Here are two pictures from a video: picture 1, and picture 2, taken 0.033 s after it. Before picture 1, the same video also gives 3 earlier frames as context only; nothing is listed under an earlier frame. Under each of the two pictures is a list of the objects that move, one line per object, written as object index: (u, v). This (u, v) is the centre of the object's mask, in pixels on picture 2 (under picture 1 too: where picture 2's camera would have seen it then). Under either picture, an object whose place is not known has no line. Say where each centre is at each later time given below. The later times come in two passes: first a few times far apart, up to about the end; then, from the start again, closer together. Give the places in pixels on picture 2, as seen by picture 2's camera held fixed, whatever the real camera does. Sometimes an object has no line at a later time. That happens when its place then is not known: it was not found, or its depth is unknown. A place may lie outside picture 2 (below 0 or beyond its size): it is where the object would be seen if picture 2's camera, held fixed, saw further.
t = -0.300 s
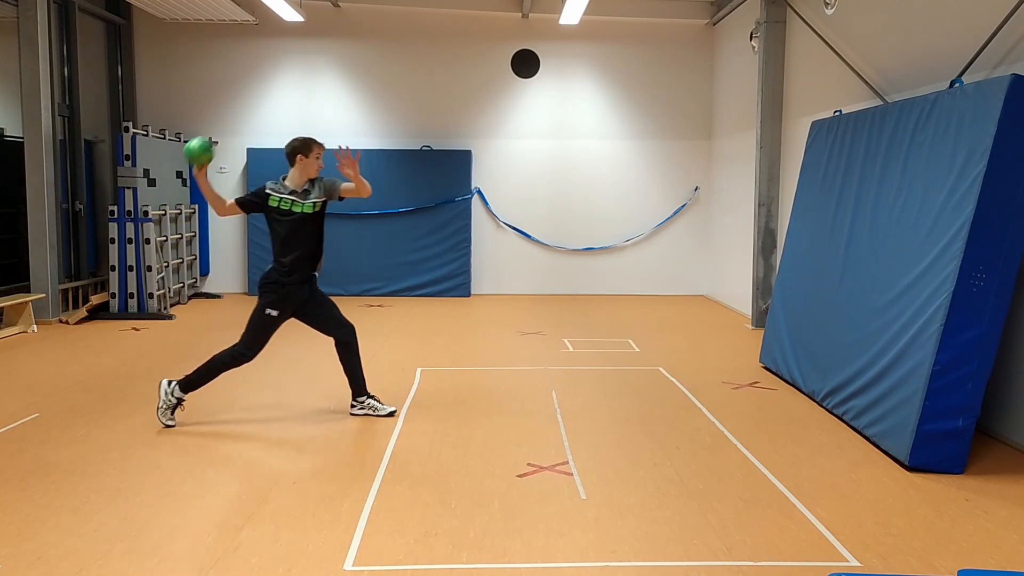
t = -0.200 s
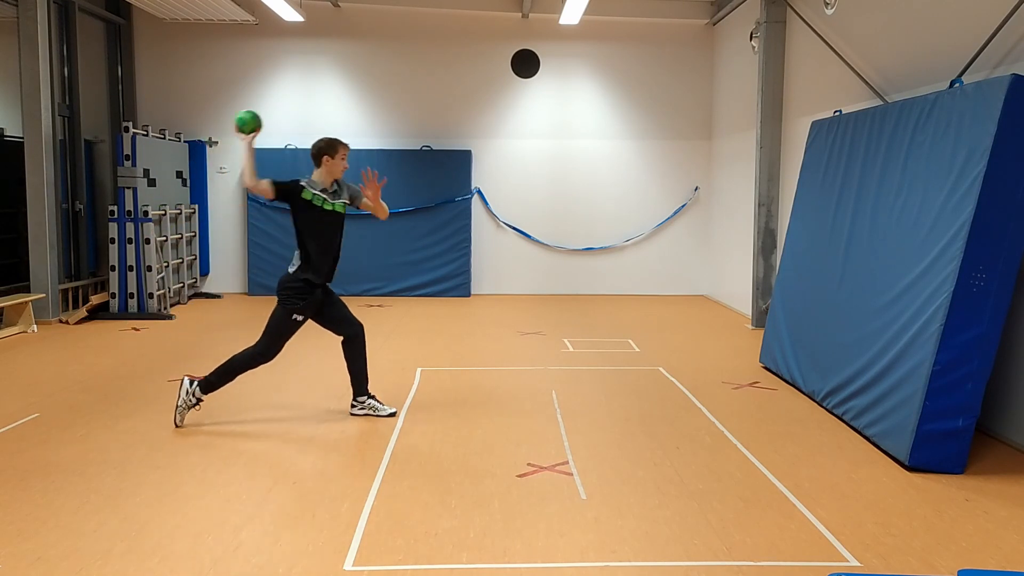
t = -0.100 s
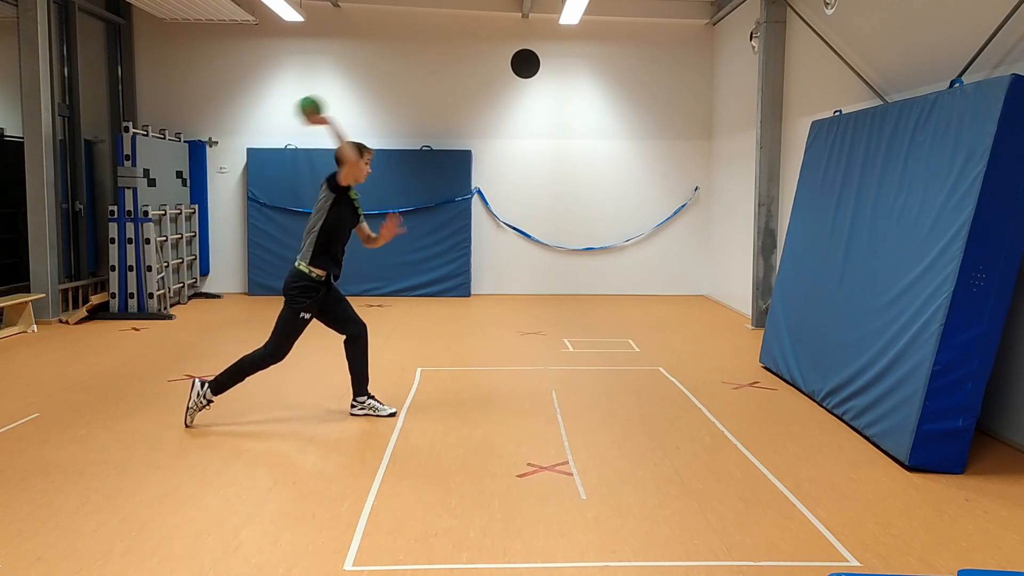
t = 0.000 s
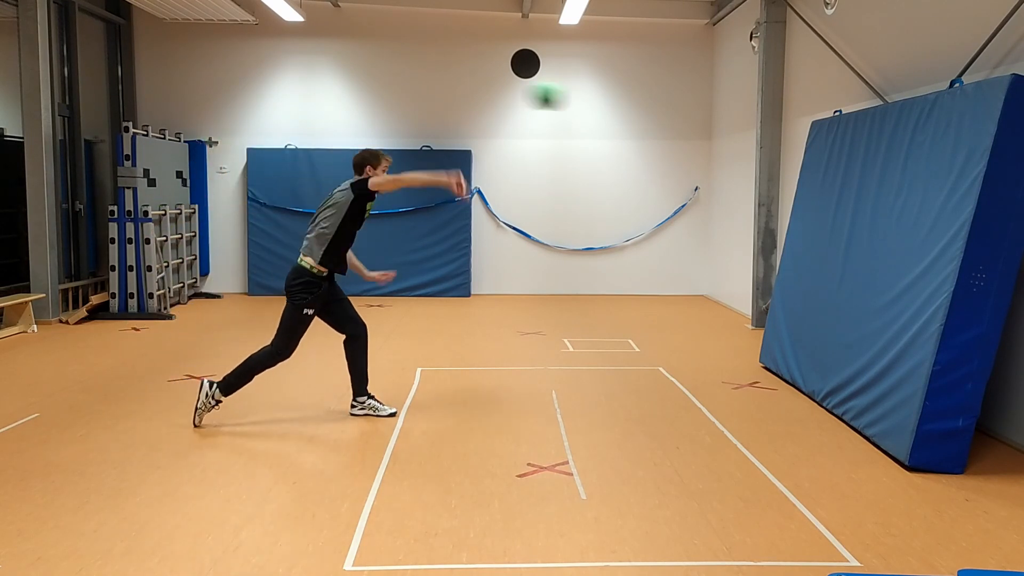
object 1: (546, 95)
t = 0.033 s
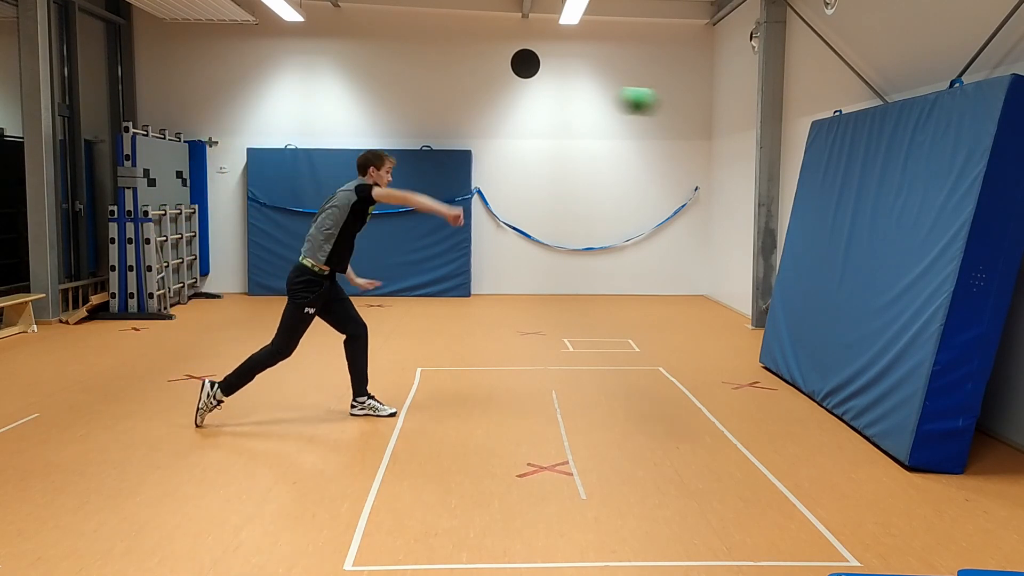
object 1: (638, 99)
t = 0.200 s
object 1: (894, 120)
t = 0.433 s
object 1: (764, 129)
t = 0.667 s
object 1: (638, 228)
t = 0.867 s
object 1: (533, 379)
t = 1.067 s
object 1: (472, 334)
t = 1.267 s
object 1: (422, 284)
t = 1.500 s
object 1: (362, 306)
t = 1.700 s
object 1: (311, 395)
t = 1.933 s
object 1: (255, 354)
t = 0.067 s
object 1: (726, 106)
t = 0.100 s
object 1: (817, 116)
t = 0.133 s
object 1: (907, 128)
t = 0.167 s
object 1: (913, 126)
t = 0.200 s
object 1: (894, 120)
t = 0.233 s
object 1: (875, 116)
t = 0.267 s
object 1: (857, 113)
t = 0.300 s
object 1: (838, 112)
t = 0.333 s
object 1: (819, 114)
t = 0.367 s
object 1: (801, 117)
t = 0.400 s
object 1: (782, 122)
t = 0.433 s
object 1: (764, 129)
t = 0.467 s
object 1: (746, 138)
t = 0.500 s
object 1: (728, 148)
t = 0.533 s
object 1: (710, 161)
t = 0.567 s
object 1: (692, 175)
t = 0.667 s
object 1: (638, 228)
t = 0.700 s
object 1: (620, 249)
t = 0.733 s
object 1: (603, 272)
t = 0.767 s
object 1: (585, 296)
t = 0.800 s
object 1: (568, 322)
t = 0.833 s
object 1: (550, 350)
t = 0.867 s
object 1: (533, 379)
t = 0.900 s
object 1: (516, 410)
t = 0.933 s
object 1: (506, 402)
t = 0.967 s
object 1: (498, 382)
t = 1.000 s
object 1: (489, 365)
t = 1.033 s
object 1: (481, 349)
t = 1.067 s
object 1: (472, 334)
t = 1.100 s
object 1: (464, 322)
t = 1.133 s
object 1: (455, 311)
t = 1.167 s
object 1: (447, 302)
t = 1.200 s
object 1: (439, 294)
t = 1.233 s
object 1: (430, 288)
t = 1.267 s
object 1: (422, 284)
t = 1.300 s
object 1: (413, 282)
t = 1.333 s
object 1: (404, 282)
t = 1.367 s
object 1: (396, 283)
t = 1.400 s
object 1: (387, 286)
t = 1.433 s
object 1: (379, 291)
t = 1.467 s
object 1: (370, 298)
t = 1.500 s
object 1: (362, 306)
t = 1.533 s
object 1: (353, 316)
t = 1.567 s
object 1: (345, 328)
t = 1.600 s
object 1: (336, 342)
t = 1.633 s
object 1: (328, 358)
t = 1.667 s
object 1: (319, 375)
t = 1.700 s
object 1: (311, 395)
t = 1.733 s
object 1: (303, 415)
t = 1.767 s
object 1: (295, 402)
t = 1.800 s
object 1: (288, 389)
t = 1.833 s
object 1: (279, 378)
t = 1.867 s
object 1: (271, 368)
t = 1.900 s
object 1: (263, 360)
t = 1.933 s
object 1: (255, 354)
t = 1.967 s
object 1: (247, 350)
